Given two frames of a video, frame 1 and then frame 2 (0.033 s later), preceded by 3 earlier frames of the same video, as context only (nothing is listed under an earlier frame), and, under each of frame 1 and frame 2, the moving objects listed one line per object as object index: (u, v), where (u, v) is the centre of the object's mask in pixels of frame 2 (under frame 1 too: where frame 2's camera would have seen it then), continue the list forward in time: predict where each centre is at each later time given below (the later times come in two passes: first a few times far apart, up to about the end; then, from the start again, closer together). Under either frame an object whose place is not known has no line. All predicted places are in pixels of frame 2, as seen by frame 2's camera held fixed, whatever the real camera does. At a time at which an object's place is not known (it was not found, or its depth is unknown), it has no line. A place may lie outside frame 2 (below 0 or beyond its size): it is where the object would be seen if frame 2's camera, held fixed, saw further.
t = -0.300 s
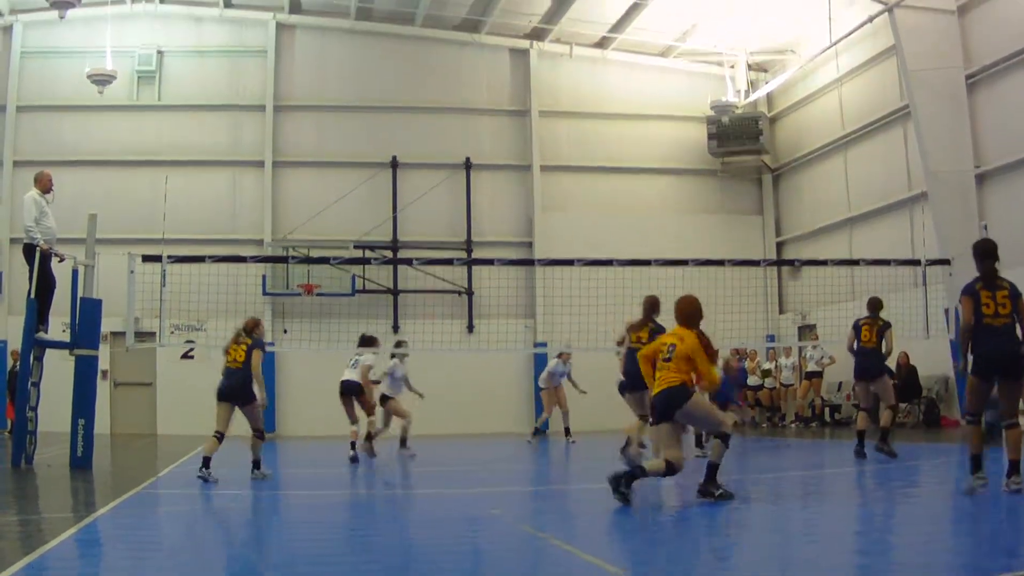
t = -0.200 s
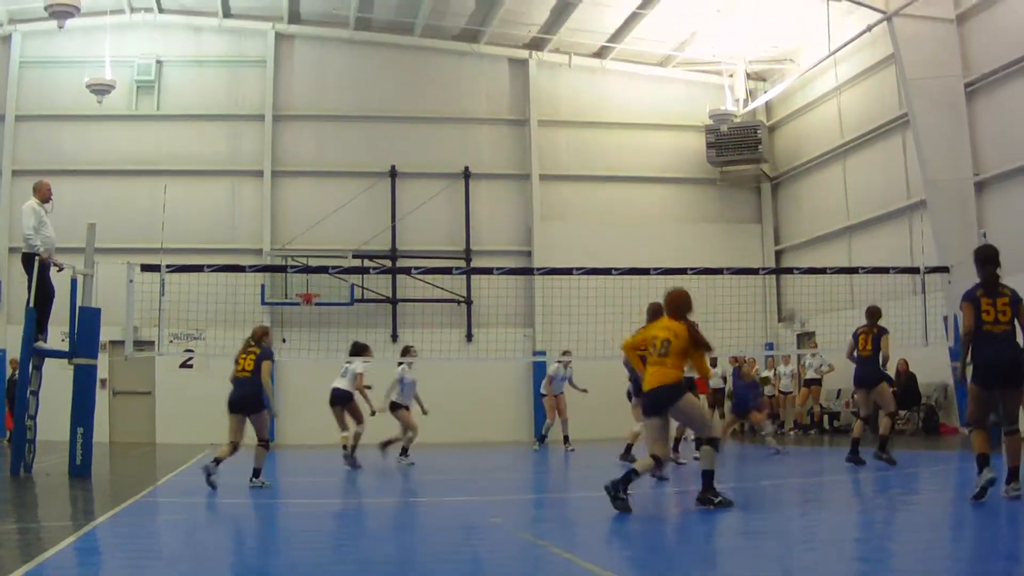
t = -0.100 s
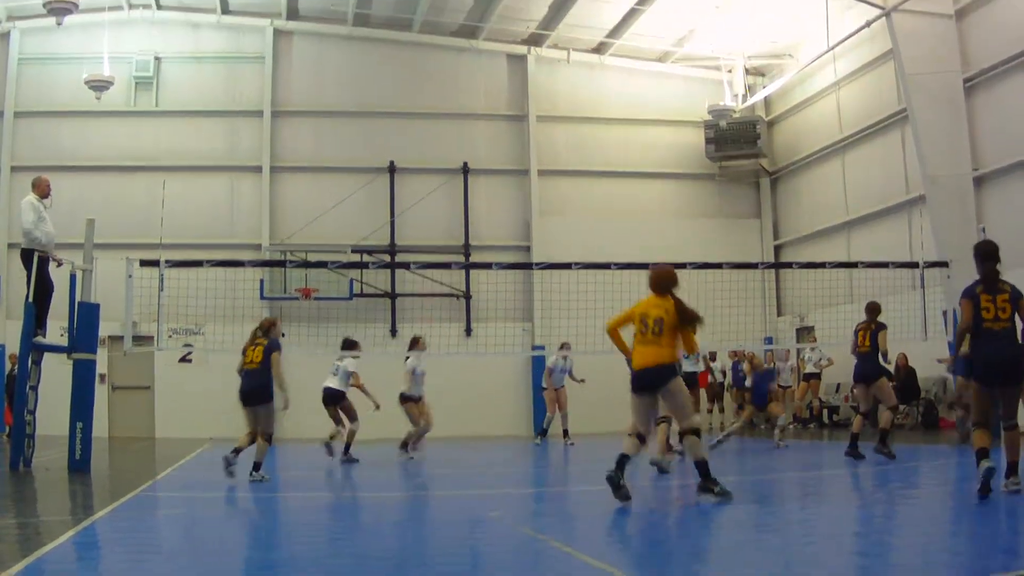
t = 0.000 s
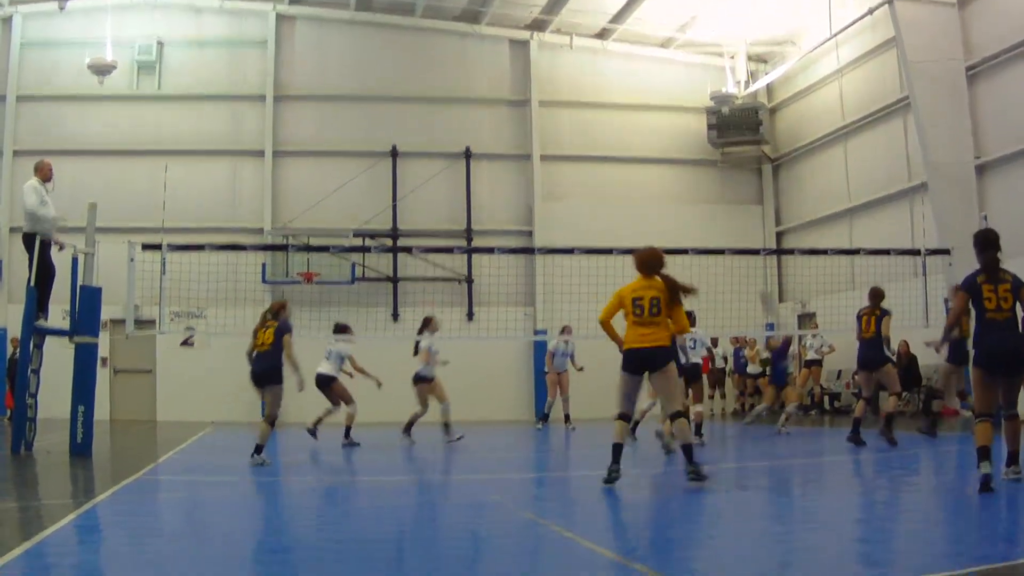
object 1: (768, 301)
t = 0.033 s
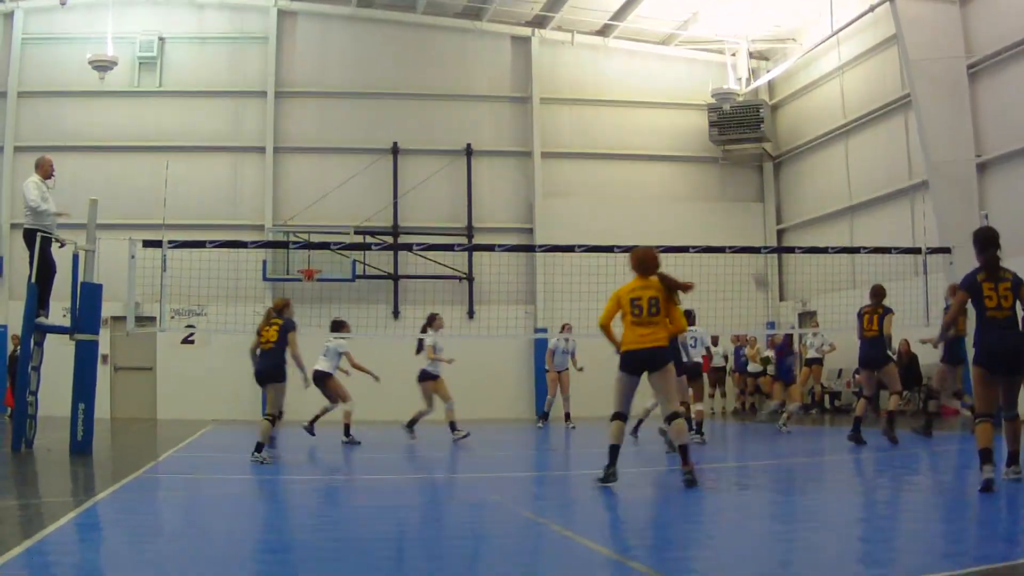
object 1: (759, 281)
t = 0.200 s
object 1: (727, 208)
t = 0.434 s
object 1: (682, 140)
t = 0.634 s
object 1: (646, 116)
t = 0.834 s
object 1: (612, 121)
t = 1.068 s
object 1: (574, 161)
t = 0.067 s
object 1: (754, 265)
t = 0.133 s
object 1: (741, 233)
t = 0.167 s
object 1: (733, 220)
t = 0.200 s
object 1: (727, 208)
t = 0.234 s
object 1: (721, 195)
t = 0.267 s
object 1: (714, 184)
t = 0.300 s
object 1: (708, 175)
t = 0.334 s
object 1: (701, 164)
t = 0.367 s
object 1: (696, 156)
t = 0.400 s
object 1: (688, 146)
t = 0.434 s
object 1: (682, 140)
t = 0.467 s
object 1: (676, 134)
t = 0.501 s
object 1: (670, 129)
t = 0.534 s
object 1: (664, 125)
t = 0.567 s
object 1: (658, 121)
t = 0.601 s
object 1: (652, 118)
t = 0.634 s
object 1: (646, 116)
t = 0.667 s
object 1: (640, 115)
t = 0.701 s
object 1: (635, 115)
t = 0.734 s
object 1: (628, 115)
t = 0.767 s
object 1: (623, 116)
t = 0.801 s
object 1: (617, 118)
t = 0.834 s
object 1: (612, 121)
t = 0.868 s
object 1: (607, 124)
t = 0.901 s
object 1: (600, 128)
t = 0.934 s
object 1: (596, 133)
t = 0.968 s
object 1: (590, 139)
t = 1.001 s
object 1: (585, 145)
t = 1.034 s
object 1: (579, 153)
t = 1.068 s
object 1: (574, 161)
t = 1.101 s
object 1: (569, 170)
